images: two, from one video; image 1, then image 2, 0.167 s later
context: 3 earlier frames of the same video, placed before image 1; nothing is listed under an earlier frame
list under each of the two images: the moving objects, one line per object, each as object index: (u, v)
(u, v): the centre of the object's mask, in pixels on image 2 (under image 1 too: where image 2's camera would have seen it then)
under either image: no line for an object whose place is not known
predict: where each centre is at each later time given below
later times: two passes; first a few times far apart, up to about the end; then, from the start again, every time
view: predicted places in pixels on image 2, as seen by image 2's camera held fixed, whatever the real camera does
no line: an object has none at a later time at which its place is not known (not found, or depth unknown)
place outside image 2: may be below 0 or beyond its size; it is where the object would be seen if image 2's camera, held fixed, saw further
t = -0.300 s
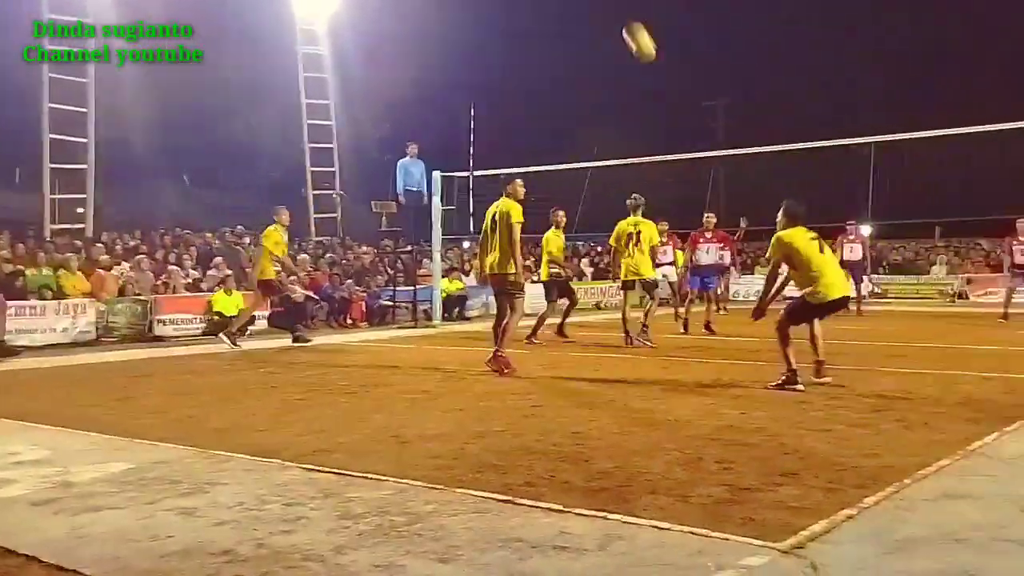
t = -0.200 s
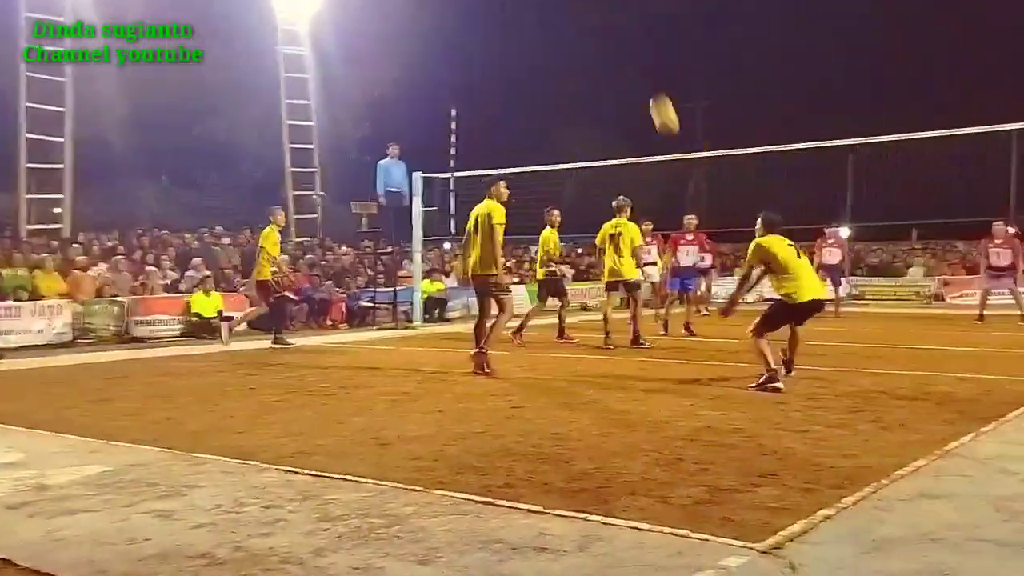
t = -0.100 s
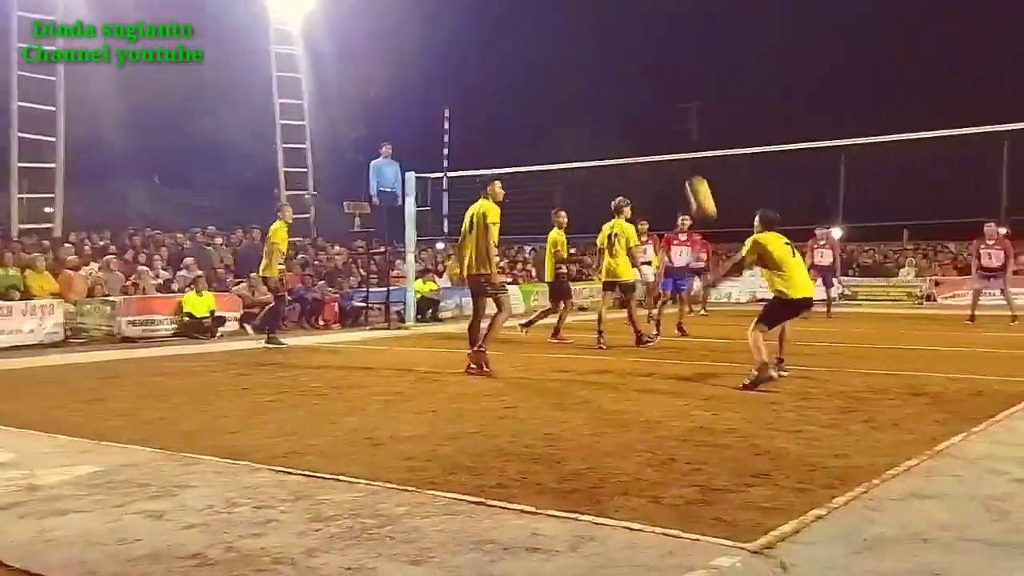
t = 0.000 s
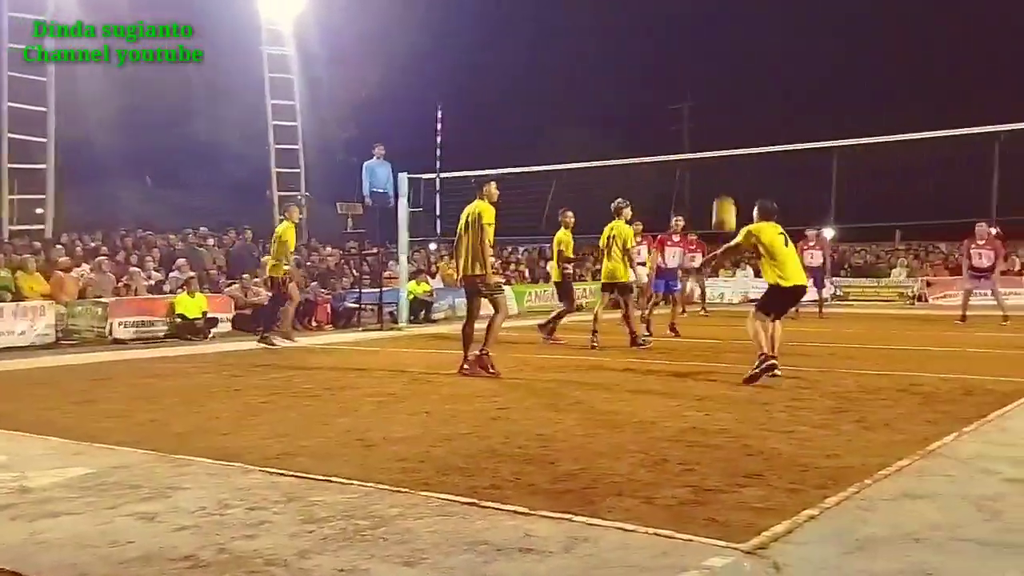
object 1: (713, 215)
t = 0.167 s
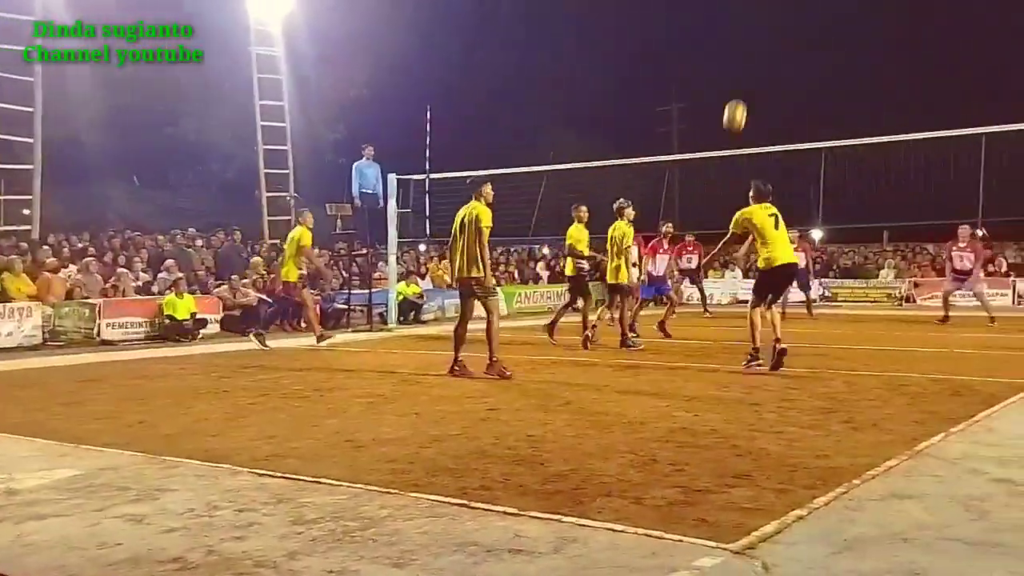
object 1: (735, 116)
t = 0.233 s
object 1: (742, 87)
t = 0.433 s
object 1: (762, 34)
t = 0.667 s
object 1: (781, 21)
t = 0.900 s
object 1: (797, 48)
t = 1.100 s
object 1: (808, 95)
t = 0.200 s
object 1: (738, 100)
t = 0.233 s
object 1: (742, 87)
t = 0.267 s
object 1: (746, 74)
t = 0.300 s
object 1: (749, 64)
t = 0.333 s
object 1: (753, 55)
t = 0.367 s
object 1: (756, 47)
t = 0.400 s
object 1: (759, 40)
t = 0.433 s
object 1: (762, 34)
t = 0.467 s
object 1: (765, 30)
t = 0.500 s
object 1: (768, 26)
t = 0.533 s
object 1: (770, 24)
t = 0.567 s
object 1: (773, 22)
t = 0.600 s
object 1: (776, 21)
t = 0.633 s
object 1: (778, 21)
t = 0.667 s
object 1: (781, 21)
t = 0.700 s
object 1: (784, 23)
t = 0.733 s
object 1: (786, 25)
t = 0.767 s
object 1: (788, 29)
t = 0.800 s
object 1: (790, 32)
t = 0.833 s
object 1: (793, 37)
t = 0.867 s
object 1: (795, 42)
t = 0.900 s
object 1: (797, 48)
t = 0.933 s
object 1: (799, 54)
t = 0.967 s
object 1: (801, 61)
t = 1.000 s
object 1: (803, 69)
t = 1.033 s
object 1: (805, 77)
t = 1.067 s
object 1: (807, 86)
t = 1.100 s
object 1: (808, 95)
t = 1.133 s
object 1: (810, 105)
